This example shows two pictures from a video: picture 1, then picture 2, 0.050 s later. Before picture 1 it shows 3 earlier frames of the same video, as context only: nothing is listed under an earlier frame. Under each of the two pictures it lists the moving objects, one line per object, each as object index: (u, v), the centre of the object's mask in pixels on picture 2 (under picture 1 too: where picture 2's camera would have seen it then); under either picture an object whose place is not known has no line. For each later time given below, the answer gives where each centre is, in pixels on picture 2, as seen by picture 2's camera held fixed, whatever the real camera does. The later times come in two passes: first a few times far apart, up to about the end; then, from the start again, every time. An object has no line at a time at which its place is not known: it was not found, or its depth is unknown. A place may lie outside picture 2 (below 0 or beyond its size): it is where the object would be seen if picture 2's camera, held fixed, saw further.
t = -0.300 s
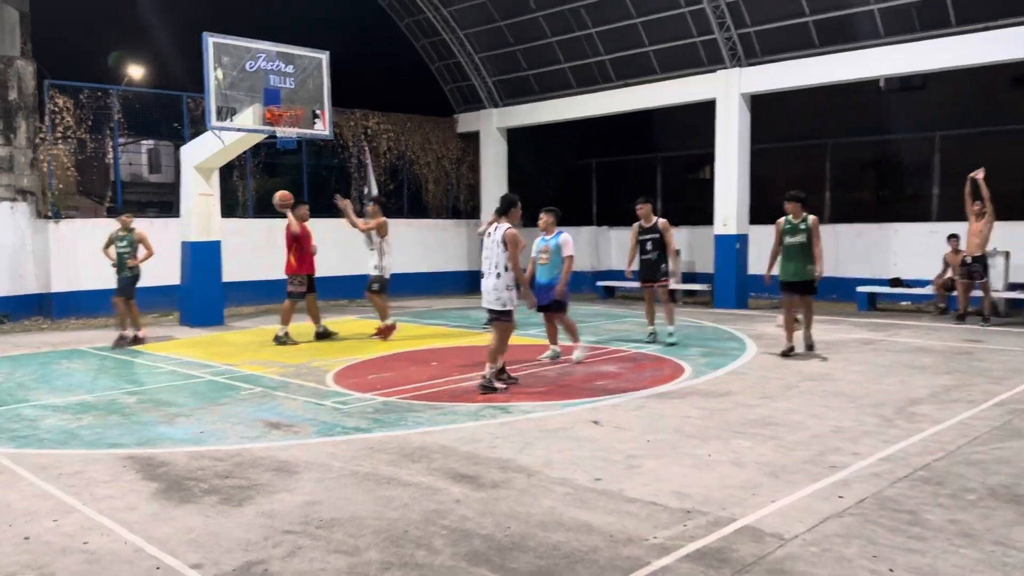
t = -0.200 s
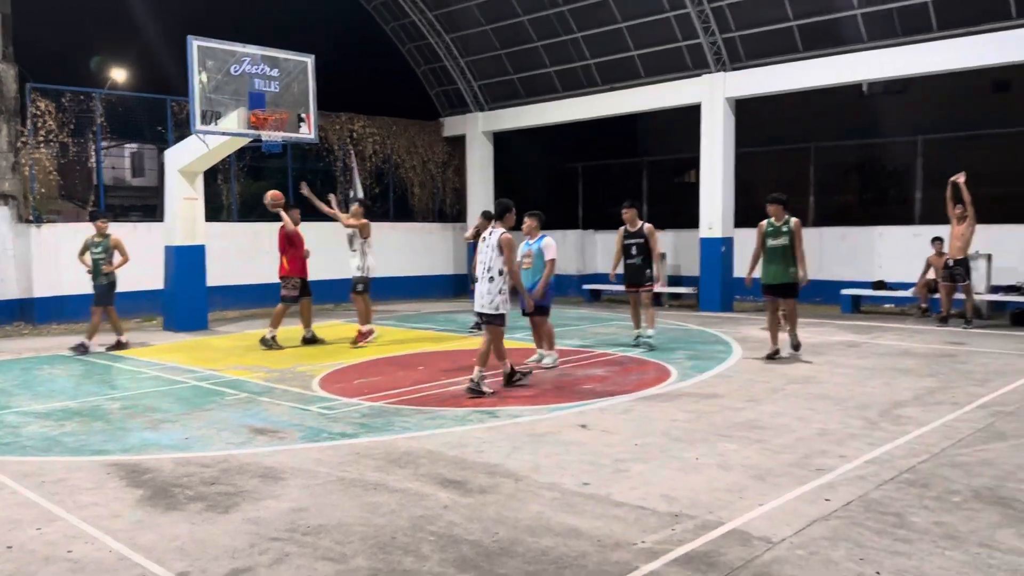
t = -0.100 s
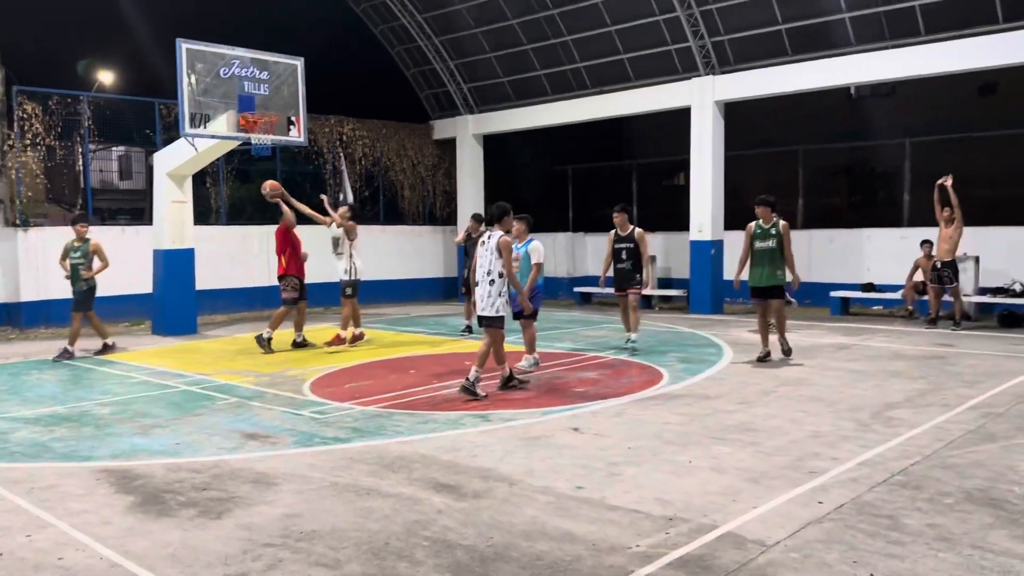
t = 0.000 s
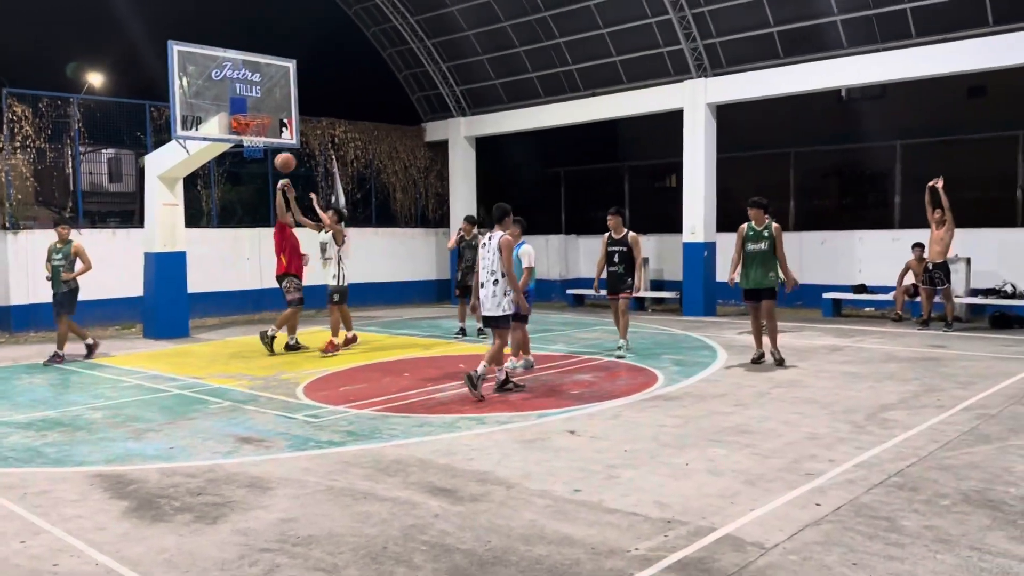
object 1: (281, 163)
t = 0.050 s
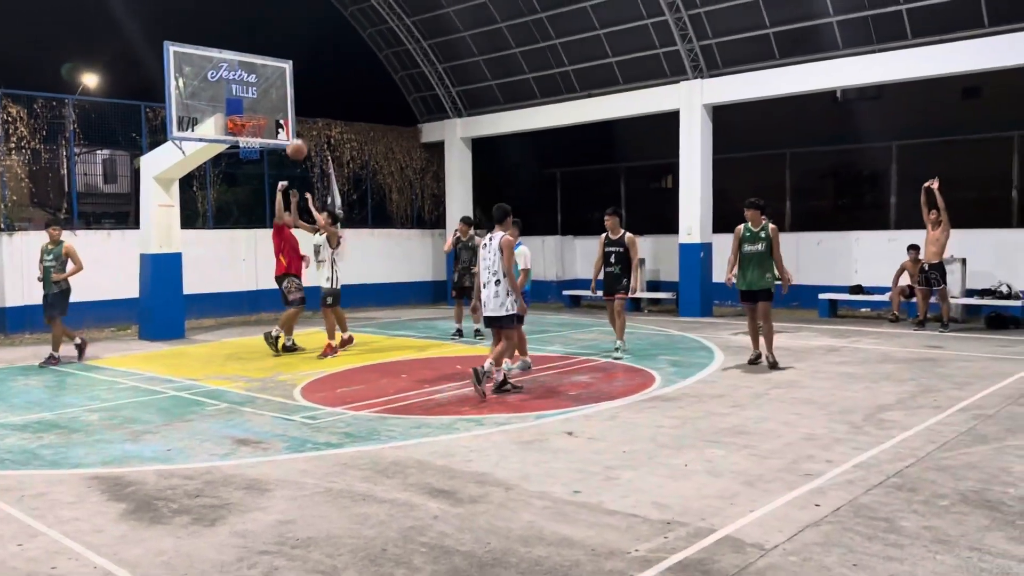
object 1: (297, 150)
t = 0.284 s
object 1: (377, 105)
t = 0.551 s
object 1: (479, 111)
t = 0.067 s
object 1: (303, 145)
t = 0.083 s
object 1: (308, 141)
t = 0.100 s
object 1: (313, 136)
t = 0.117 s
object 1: (318, 133)
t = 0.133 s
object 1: (323, 130)
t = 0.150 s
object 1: (330, 124)
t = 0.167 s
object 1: (336, 121)
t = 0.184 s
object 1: (341, 119)
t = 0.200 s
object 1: (347, 116)
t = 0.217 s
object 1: (353, 113)
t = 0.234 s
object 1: (359, 111)
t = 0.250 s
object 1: (365, 109)
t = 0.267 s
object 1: (371, 107)
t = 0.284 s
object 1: (377, 105)
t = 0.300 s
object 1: (383, 104)
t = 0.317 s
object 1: (389, 103)
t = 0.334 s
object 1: (395, 102)
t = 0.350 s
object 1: (401, 101)
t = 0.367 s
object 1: (408, 100)
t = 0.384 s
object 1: (414, 100)
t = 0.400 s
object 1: (420, 100)
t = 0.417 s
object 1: (426, 100)
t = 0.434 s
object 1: (433, 100)
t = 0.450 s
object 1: (439, 101)
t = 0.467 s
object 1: (446, 102)
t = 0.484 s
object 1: (453, 103)
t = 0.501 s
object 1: (459, 105)
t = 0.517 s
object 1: (466, 107)
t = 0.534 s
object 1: (472, 108)
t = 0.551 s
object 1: (479, 111)
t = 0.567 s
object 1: (485, 113)
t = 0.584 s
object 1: (492, 116)
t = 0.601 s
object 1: (498, 119)
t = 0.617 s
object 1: (506, 123)
